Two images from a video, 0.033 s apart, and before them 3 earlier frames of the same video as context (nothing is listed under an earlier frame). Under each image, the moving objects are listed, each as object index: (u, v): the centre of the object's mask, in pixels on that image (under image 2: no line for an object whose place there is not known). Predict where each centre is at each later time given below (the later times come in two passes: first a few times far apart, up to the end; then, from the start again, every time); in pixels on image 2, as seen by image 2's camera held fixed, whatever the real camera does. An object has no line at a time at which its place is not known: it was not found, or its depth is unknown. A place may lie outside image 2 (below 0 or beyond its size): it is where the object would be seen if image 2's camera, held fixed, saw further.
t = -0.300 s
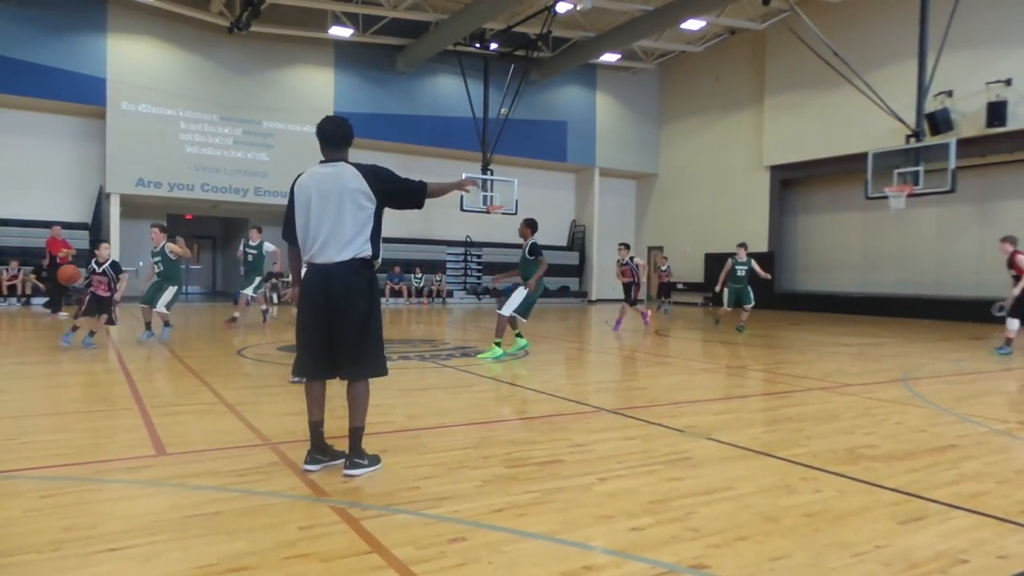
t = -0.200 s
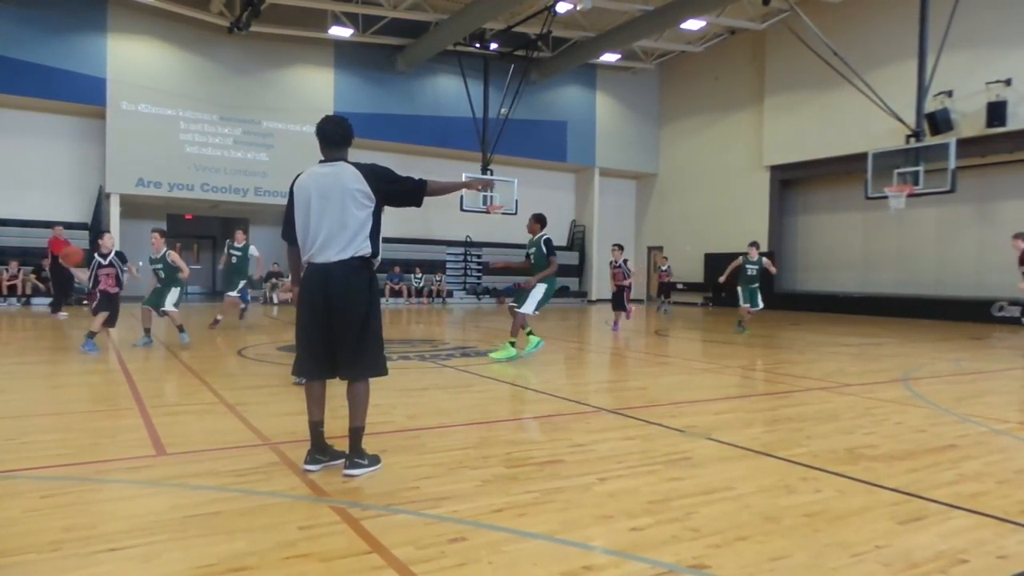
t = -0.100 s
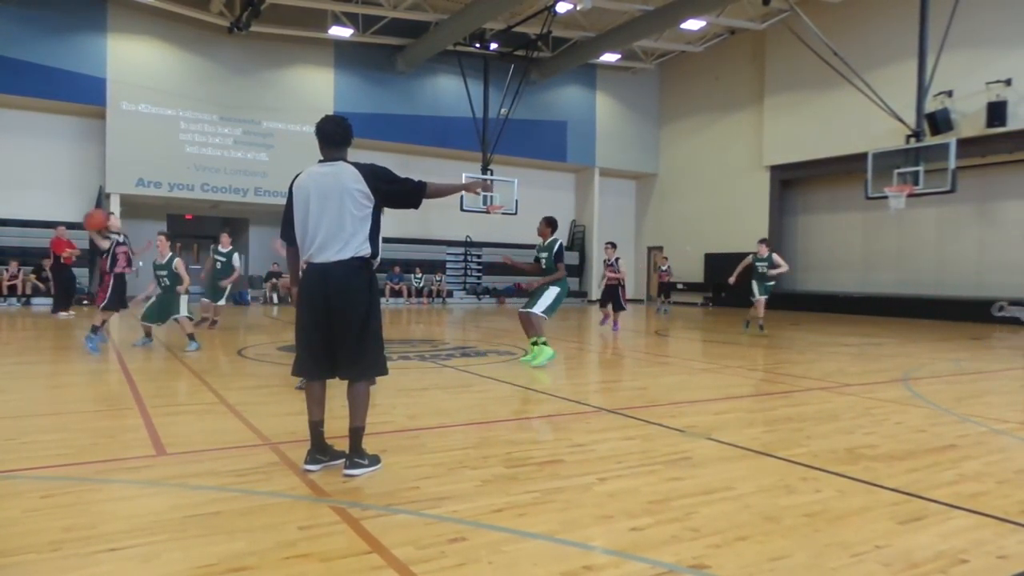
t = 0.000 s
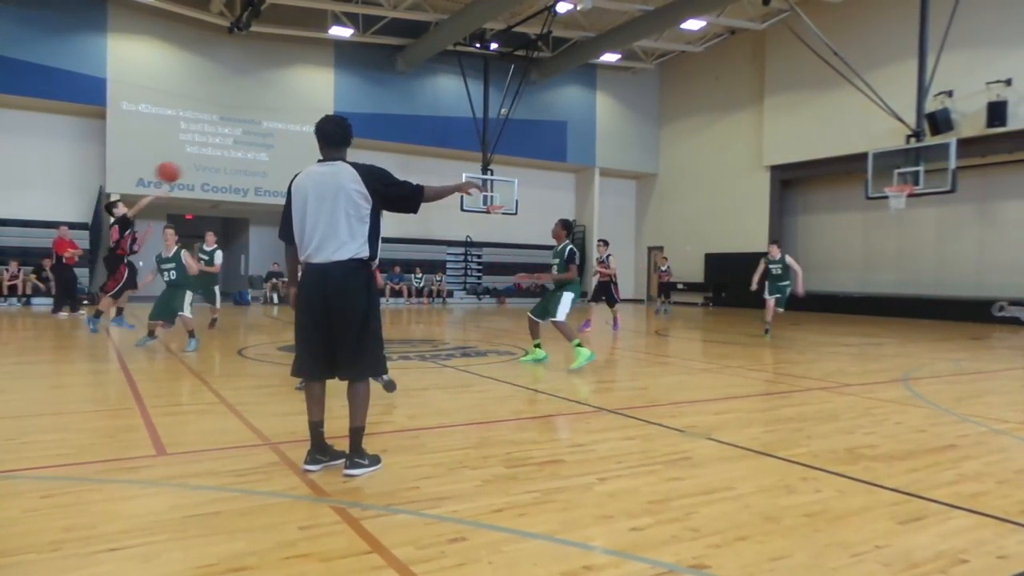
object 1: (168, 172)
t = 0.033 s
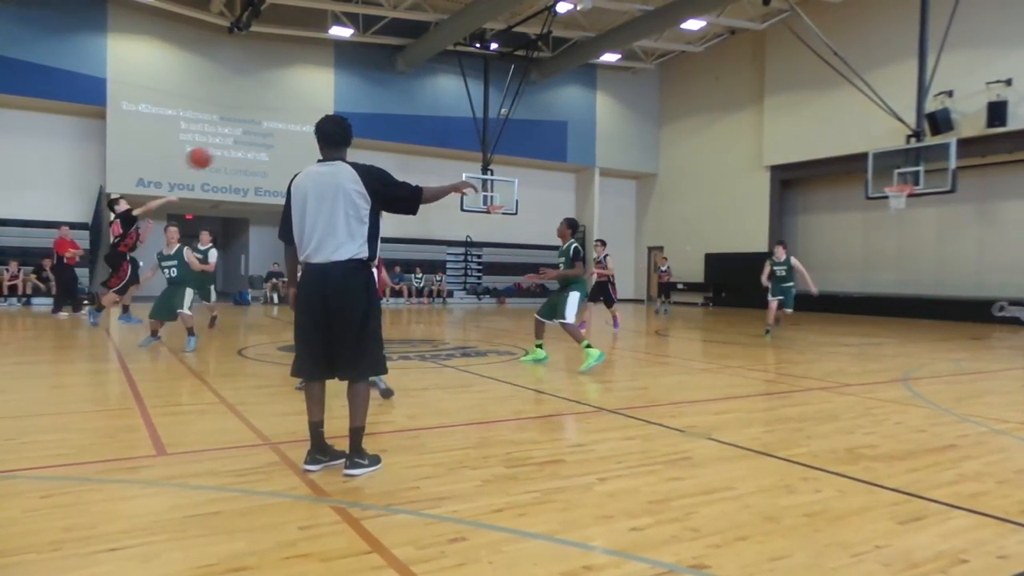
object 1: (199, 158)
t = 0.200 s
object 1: (359, 99)
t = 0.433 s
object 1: (592, 50)
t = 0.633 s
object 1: (804, 47)
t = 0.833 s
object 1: (1018, 80)
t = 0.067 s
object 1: (231, 144)
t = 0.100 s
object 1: (262, 132)
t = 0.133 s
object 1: (295, 119)
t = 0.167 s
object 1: (326, 108)
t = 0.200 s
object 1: (359, 99)
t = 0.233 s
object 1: (392, 89)
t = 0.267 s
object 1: (424, 80)
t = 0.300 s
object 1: (457, 72)
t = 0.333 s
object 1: (491, 65)
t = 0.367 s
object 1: (525, 61)
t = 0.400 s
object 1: (559, 56)
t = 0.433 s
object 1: (592, 50)
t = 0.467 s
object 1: (627, 47)
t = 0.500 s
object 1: (661, 46)
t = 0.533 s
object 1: (696, 45)
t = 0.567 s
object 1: (732, 45)
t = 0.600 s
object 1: (768, 45)
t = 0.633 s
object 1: (804, 47)
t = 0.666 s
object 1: (841, 49)
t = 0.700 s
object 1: (878, 54)
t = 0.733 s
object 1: (915, 59)
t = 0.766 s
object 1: (953, 65)
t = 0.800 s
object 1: (992, 72)
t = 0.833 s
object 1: (1018, 80)
